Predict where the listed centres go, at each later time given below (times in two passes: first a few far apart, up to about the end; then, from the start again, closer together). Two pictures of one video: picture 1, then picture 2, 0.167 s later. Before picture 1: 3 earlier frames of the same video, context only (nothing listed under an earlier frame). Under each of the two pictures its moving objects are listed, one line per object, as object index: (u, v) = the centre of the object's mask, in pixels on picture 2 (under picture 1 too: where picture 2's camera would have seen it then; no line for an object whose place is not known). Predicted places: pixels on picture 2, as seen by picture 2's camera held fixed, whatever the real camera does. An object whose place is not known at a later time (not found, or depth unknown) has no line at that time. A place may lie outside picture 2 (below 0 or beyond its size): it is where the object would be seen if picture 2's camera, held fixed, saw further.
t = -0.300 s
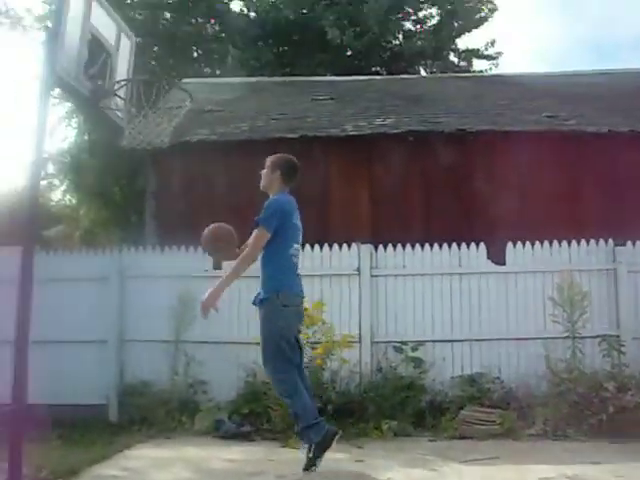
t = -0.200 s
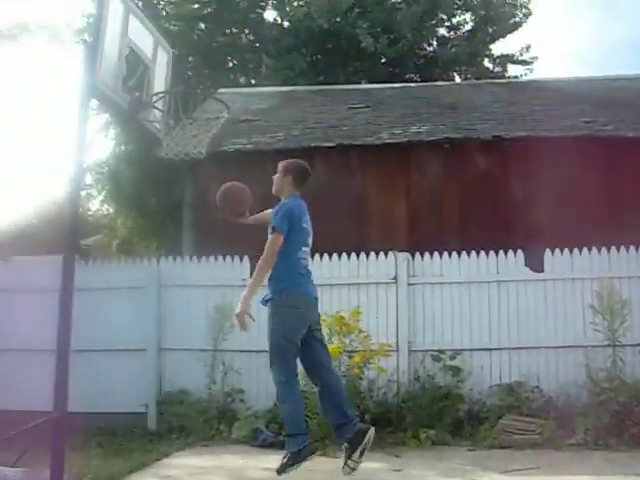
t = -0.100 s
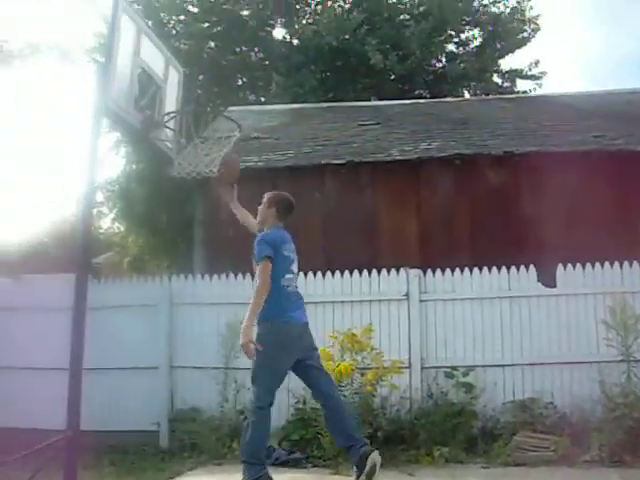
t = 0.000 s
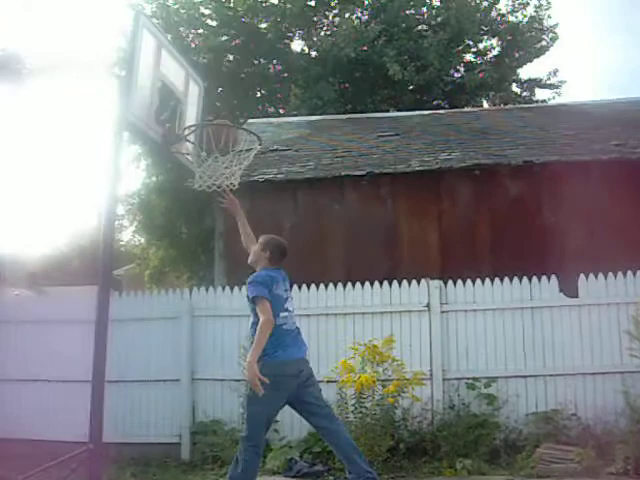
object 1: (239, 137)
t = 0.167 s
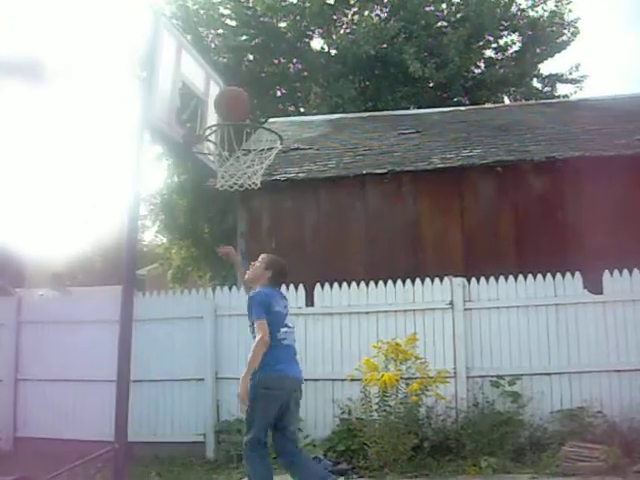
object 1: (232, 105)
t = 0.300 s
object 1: (231, 107)
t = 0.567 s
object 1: (225, 194)
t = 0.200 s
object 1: (232, 104)
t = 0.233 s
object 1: (232, 104)
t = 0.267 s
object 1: (231, 105)
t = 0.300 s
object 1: (231, 107)
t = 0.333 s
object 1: (230, 110)
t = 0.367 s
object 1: (229, 114)
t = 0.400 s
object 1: (229, 129)
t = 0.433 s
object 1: (227, 137)
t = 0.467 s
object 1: (226, 148)
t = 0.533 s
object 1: (227, 183)
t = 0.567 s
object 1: (225, 194)
